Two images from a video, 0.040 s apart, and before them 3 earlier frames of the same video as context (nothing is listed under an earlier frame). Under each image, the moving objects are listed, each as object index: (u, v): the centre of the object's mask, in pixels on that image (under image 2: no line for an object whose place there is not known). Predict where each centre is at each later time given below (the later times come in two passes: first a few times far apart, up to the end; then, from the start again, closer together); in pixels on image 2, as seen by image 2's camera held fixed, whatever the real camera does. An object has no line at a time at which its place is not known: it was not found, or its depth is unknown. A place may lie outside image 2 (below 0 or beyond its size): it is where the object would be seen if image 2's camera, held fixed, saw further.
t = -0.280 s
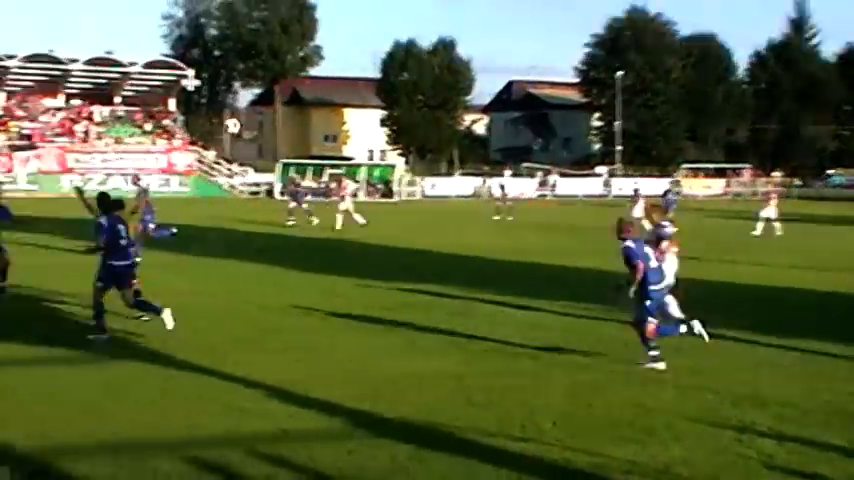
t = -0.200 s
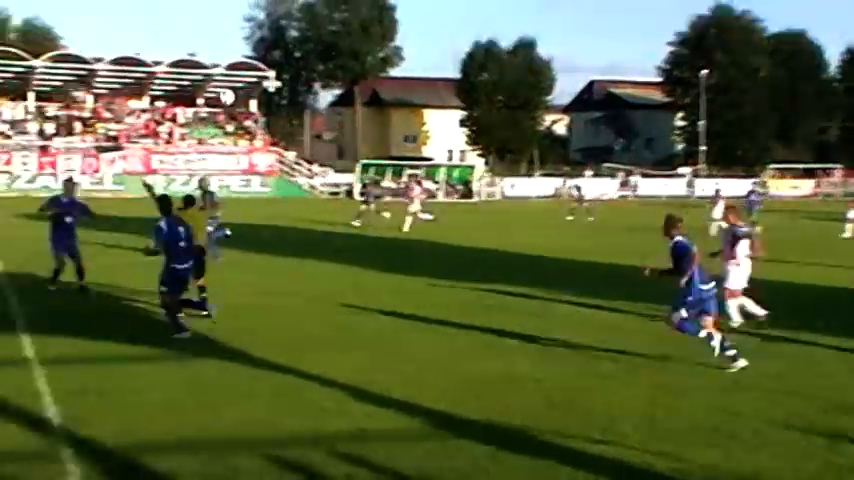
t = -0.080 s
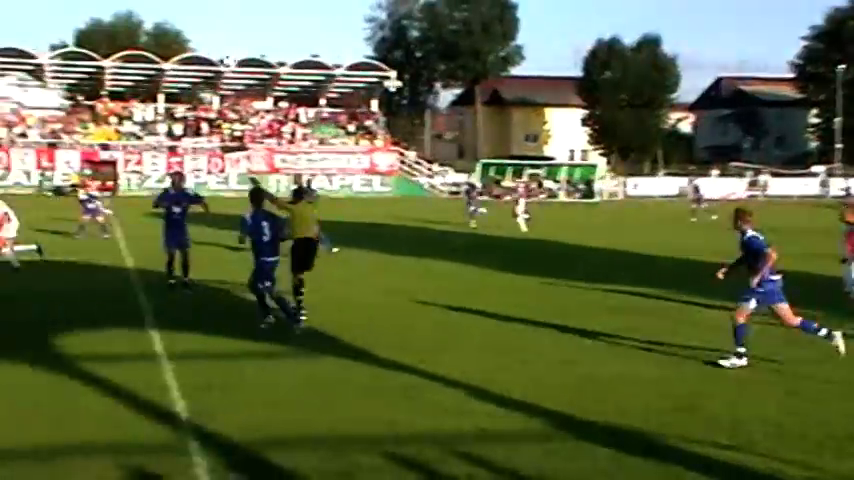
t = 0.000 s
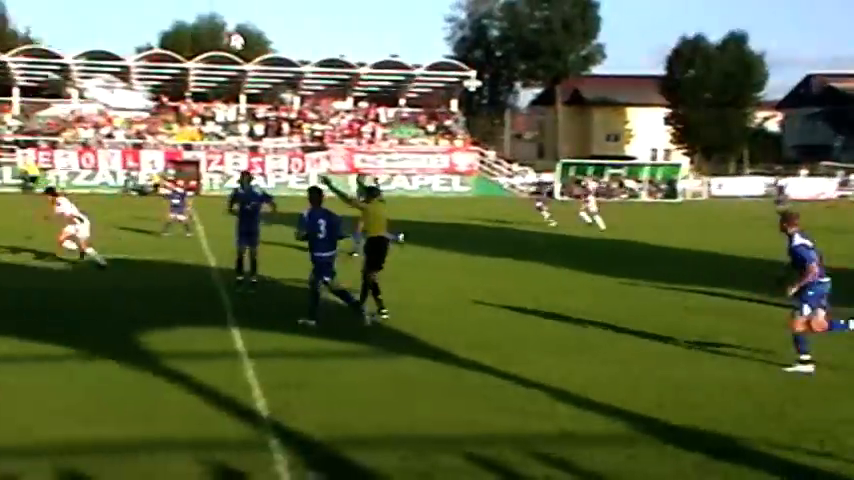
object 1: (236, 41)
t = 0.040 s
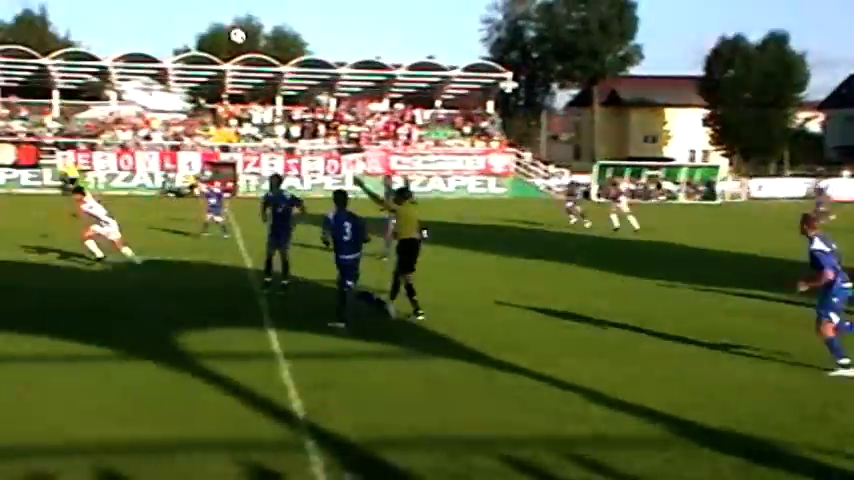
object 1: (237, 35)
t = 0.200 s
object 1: (102, 13)
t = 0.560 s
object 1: (-169, 6)
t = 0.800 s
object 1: (-334, 34)
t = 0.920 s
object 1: (-415, 58)
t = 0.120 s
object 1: (168, 22)
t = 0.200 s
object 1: (102, 13)
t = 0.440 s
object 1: (-82, 1)
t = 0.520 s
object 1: (-141, 4)
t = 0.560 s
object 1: (-169, 6)
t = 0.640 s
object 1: (-226, 14)
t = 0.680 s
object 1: (-253, 17)
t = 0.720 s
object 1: (-282, 22)
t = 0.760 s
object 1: (-308, 27)
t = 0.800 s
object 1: (-334, 34)
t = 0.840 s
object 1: (-361, 42)
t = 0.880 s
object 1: (-388, 50)
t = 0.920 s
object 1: (-415, 58)
